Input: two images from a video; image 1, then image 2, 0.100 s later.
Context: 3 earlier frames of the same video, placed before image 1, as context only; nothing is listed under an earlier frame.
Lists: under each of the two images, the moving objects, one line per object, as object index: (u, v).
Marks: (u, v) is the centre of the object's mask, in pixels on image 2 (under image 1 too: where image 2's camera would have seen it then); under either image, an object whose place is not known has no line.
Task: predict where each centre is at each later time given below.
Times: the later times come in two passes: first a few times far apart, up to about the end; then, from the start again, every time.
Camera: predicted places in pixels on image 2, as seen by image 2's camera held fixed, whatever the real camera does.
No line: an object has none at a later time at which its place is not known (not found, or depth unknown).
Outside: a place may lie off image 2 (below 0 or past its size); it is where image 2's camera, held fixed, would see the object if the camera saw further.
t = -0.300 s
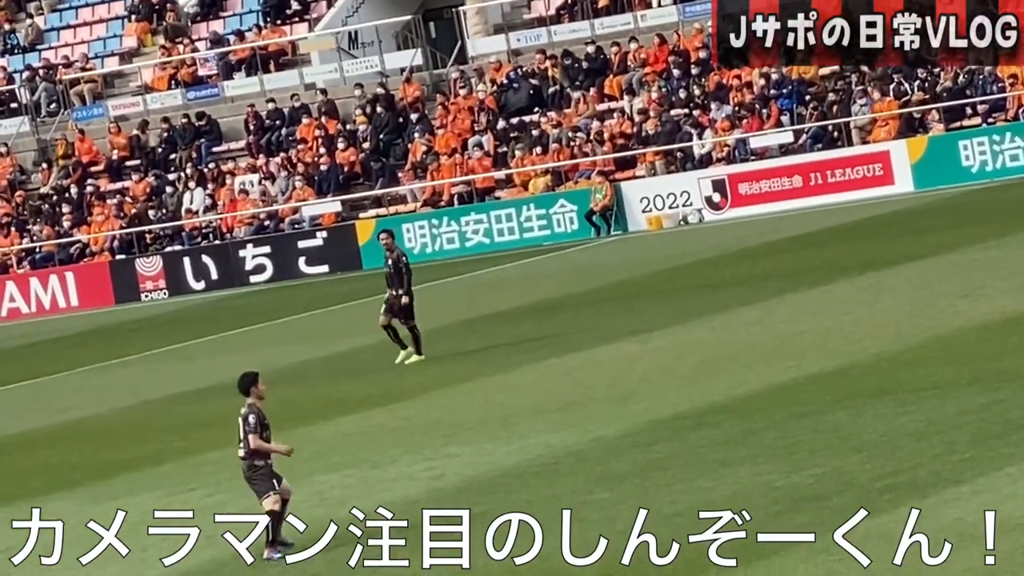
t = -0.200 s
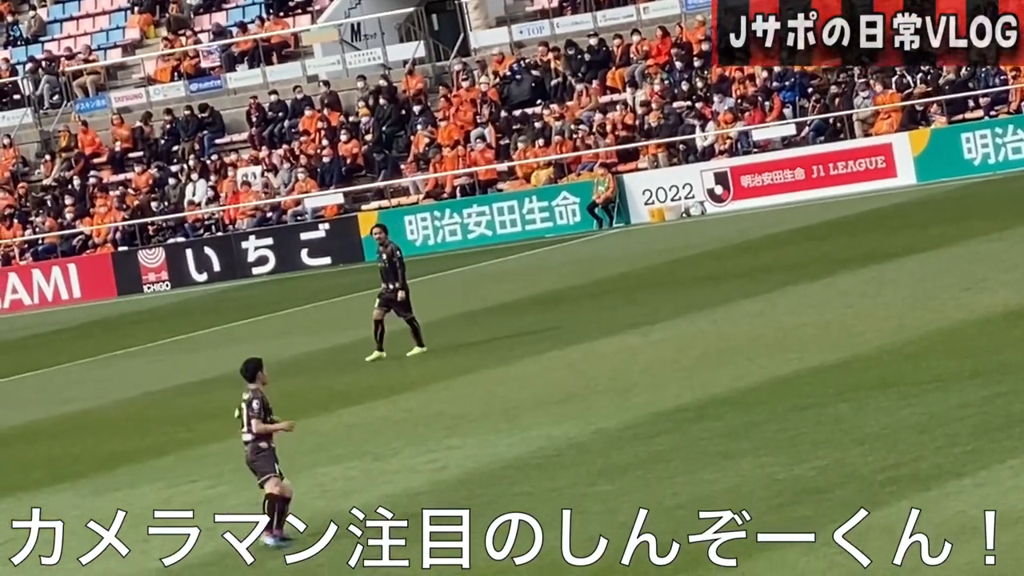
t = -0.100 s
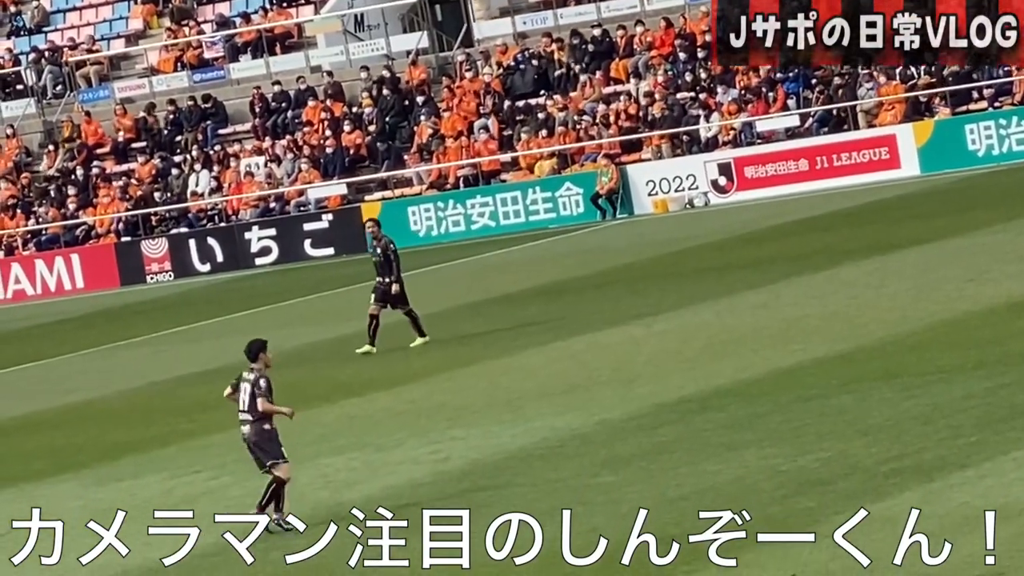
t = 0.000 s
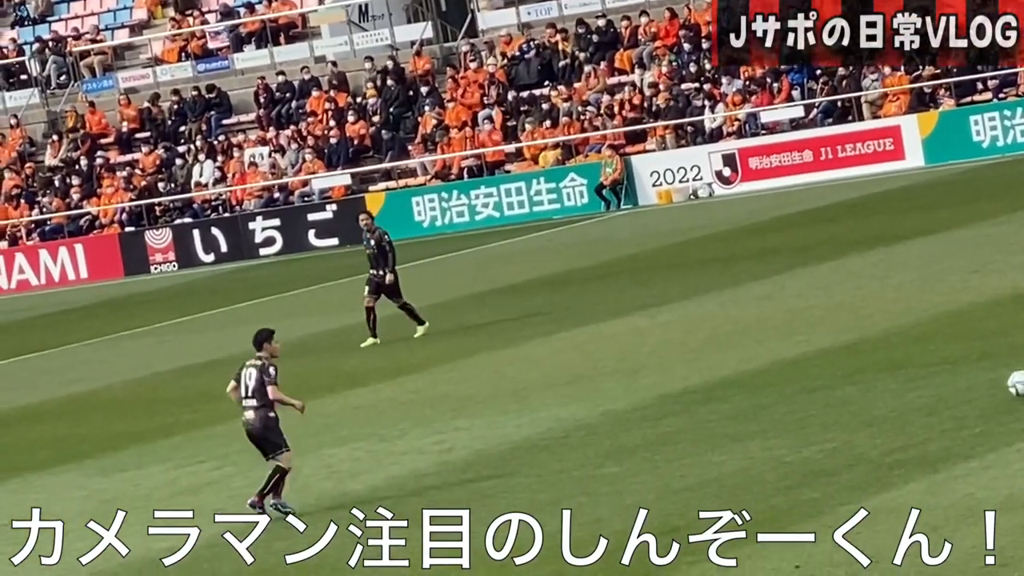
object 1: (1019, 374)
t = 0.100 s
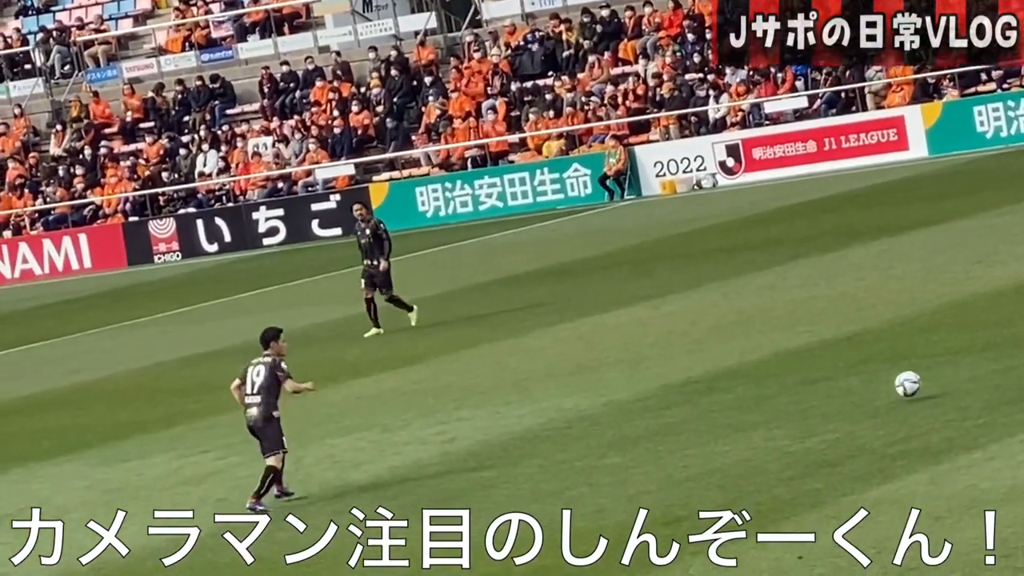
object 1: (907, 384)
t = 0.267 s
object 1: (729, 405)
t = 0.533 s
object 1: (481, 435)
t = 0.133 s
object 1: (870, 389)
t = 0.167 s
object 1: (833, 396)
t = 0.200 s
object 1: (797, 401)
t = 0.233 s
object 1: (763, 403)
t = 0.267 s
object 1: (729, 405)
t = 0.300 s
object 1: (696, 408)
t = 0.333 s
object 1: (664, 412)
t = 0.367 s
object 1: (631, 418)
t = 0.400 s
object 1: (599, 423)
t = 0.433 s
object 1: (569, 425)
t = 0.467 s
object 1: (539, 427)
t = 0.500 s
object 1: (510, 431)
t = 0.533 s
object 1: (481, 435)
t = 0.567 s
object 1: (452, 438)
